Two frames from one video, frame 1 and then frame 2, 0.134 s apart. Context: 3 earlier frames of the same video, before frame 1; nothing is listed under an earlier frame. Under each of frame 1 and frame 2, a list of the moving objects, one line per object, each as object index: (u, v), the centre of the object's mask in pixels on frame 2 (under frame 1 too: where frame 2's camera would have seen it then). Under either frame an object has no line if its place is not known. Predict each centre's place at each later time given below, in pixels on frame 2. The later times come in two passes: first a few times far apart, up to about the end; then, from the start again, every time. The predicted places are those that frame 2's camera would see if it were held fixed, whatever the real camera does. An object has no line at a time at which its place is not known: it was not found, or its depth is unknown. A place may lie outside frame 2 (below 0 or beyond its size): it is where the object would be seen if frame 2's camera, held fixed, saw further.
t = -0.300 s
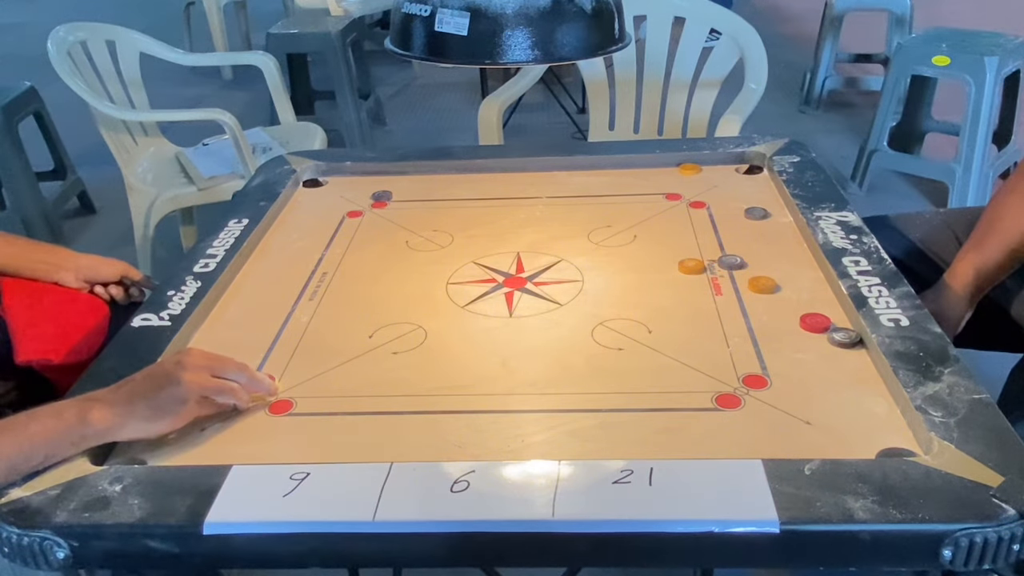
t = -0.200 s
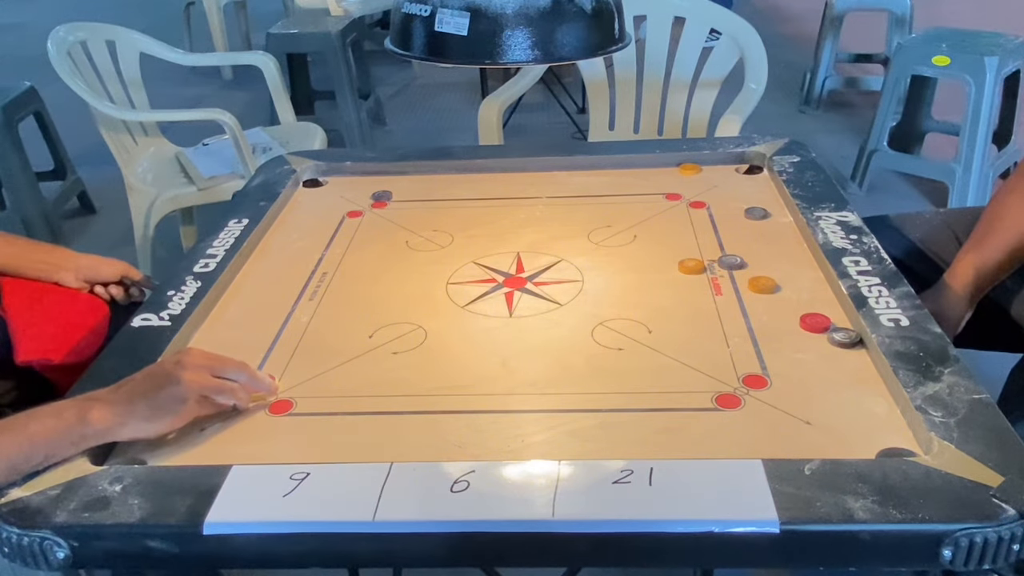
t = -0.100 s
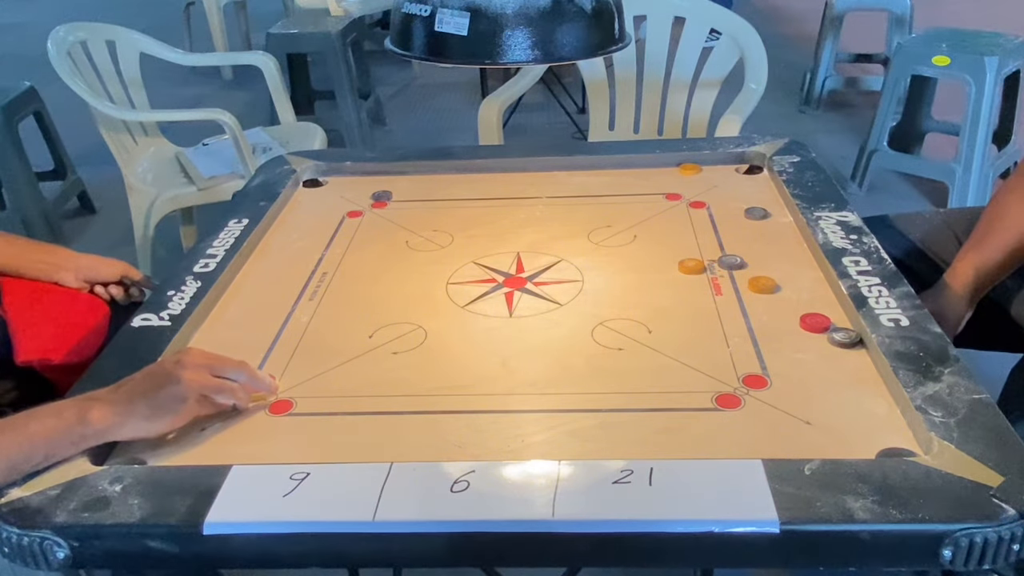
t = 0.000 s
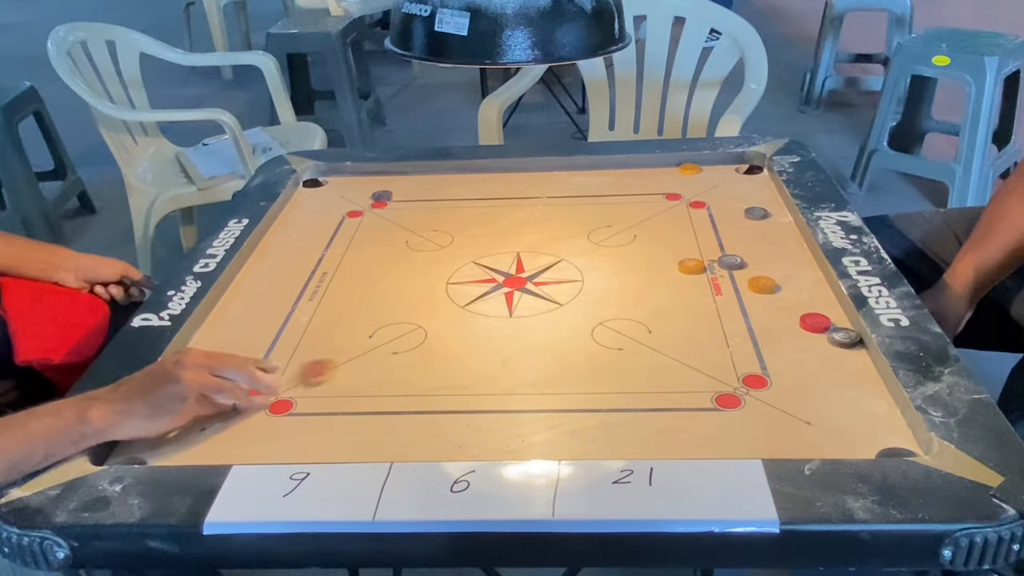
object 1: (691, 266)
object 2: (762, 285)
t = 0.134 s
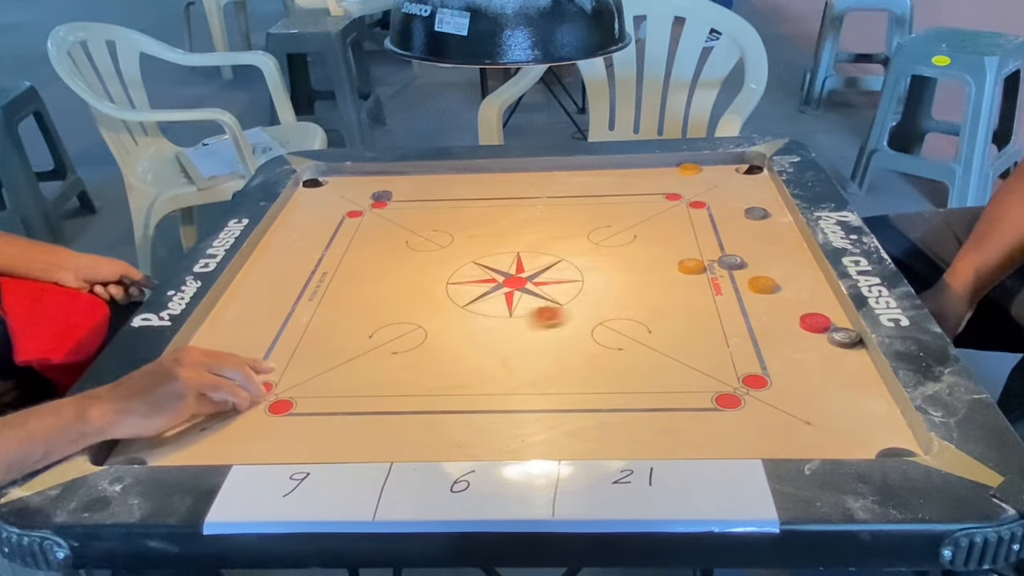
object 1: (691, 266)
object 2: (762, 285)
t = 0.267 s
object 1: (694, 255)
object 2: (762, 285)
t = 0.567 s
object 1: (709, 181)
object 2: (687, 340)
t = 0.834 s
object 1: (718, 173)
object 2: (595, 362)
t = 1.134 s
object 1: (719, 173)
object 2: (579, 365)
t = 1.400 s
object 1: (719, 173)
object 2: (579, 365)
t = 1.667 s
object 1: (718, 173)
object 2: (579, 365)
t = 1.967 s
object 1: (718, 173)
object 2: (579, 365)
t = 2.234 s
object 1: (718, 173)
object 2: (579, 365)
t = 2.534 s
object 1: (718, 173)
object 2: (579, 364)
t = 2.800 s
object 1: (718, 173)
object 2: (579, 364)
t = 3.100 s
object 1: (718, 173)
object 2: (579, 364)
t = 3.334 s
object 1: (718, 173)
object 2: (579, 364)
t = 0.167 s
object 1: (691, 266)
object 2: (763, 285)
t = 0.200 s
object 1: (691, 266)
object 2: (762, 285)
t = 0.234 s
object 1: (691, 265)
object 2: (763, 285)
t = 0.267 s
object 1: (694, 255)
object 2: (762, 285)
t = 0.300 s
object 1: (696, 243)
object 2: (793, 293)
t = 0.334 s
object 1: (699, 232)
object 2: (823, 302)
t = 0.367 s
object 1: (700, 222)
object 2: (800, 307)
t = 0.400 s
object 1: (702, 214)
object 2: (780, 314)
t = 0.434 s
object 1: (703, 206)
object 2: (760, 320)
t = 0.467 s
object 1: (705, 198)
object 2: (741, 325)
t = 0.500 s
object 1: (707, 192)
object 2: (721, 331)
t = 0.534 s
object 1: (708, 186)
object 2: (703, 335)
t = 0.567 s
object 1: (709, 181)
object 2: (687, 340)
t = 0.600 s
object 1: (711, 175)
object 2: (671, 344)
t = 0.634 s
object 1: (711, 172)
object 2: (657, 348)
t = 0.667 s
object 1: (712, 168)
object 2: (644, 351)
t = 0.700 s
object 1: (713, 169)
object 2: (632, 354)
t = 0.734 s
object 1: (716, 172)
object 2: (621, 357)
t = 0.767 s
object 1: (718, 173)
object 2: (611, 359)
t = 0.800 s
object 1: (718, 173)
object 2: (603, 361)
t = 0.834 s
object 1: (718, 173)
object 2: (595, 362)
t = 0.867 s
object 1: (718, 173)
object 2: (590, 363)
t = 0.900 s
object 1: (718, 173)
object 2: (585, 364)
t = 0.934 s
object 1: (719, 173)
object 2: (582, 365)
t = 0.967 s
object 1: (718, 173)
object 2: (580, 365)
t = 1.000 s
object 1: (719, 173)
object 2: (580, 365)
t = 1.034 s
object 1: (718, 173)
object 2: (580, 365)
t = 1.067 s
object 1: (718, 173)
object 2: (580, 365)
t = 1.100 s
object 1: (718, 173)
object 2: (579, 365)
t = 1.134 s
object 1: (719, 173)
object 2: (579, 365)
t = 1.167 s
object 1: (719, 173)
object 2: (579, 365)
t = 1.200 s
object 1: (719, 173)
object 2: (579, 365)
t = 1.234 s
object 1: (719, 173)
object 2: (579, 365)
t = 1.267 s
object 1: (719, 173)
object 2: (579, 365)
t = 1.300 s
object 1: (719, 173)
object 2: (579, 365)
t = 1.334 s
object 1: (718, 173)
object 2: (579, 365)
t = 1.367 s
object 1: (719, 173)
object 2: (579, 365)
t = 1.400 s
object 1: (719, 173)
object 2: (579, 365)
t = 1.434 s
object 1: (719, 173)
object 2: (579, 365)
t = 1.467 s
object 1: (718, 173)
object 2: (579, 365)
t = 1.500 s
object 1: (718, 173)
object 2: (579, 365)
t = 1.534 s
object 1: (719, 173)
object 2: (579, 365)
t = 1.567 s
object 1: (718, 173)
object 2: (579, 365)
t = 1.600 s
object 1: (718, 173)
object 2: (579, 365)
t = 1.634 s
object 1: (718, 173)
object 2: (579, 365)
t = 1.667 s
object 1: (718, 173)
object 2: (579, 365)
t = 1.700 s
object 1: (718, 173)
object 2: (579, 365)
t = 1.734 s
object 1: (718, 173)
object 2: (579, 365)
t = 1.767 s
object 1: (718, 173)
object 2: (579, 365)
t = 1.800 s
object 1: (719, 173)
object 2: (579, 365)
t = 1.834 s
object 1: (718, 173)
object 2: (579, 365)
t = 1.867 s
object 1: (718, 173)
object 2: (579, 365)
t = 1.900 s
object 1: (718, 173)
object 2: (579, 365)
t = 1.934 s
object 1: (718, 173)
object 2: (579, 365)
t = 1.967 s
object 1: (718, 173)
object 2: (579, 365)
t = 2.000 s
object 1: (718, 173)
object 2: (579, 365)
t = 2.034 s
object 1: (718, 173)
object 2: (579, 365)
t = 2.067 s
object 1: (718, 173)
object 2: (579, 365)
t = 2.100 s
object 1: (718, 173)
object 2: (579, 365)
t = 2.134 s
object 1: (718, 173)
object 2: (579, 365)
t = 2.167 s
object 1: (718, 173)
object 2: (579, 365)
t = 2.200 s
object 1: (718, 173)
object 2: (579, 365)
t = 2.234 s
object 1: (718, 173)
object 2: (579, 365)
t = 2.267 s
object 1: (718, 173)
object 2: (579, 365)
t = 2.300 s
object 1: (718, 173)
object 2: (579, 365)
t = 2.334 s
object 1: (718, 173)
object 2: (579, 364)
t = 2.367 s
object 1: (718, 173)
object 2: (579, 364)
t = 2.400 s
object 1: (718, 173)
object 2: (579, 364)
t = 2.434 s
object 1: (718, 173)
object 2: (579, 364)
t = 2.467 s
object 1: (718, 173)
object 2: (579, 364)
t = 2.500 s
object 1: (718, 173)
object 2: (579, 364)
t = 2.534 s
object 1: (718, 173)
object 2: (579, 364)
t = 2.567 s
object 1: (718, 173)
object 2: (579, 364)
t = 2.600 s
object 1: (718, 173)
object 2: (579, 364)
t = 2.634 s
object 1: (718, 173)
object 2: (579, 364)
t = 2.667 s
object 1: (718, 173)
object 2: (579, 364)
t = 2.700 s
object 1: (718, 173)
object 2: (579, 364)
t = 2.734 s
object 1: (718, 173)
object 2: (579, 364)
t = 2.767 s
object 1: (718, 173)
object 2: (579, 364)
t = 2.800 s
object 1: (718, 173)
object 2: (579, 364)
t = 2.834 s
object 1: (718, 173)
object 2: (579, 364)
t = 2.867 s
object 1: (718, 173)
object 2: (579, 364)
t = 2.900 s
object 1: (718, 173)
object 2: (579, 364)
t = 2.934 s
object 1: (718, 173)
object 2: (579, 364)
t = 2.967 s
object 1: (718, 173)
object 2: (579, 364)
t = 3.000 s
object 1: (718, 173)
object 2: (579, 364)
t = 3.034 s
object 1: (718, 173)
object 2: (579, 364)
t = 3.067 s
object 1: (718, 173)
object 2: (579, 364)
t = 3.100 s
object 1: (718, 173)
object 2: (579, 364)
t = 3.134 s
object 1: (718, 173)
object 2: (579, 364)
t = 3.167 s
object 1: (718, 173)
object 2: (579, 364)
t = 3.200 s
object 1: (718, 173)
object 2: (579, 364)
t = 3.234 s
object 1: (718, 173)
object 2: (579, 364)
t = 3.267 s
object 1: (718, 173)
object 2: (579, 364)
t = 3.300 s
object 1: (718, 173)
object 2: (579, 364)
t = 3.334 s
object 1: (718, 173)
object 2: (579, 364)
